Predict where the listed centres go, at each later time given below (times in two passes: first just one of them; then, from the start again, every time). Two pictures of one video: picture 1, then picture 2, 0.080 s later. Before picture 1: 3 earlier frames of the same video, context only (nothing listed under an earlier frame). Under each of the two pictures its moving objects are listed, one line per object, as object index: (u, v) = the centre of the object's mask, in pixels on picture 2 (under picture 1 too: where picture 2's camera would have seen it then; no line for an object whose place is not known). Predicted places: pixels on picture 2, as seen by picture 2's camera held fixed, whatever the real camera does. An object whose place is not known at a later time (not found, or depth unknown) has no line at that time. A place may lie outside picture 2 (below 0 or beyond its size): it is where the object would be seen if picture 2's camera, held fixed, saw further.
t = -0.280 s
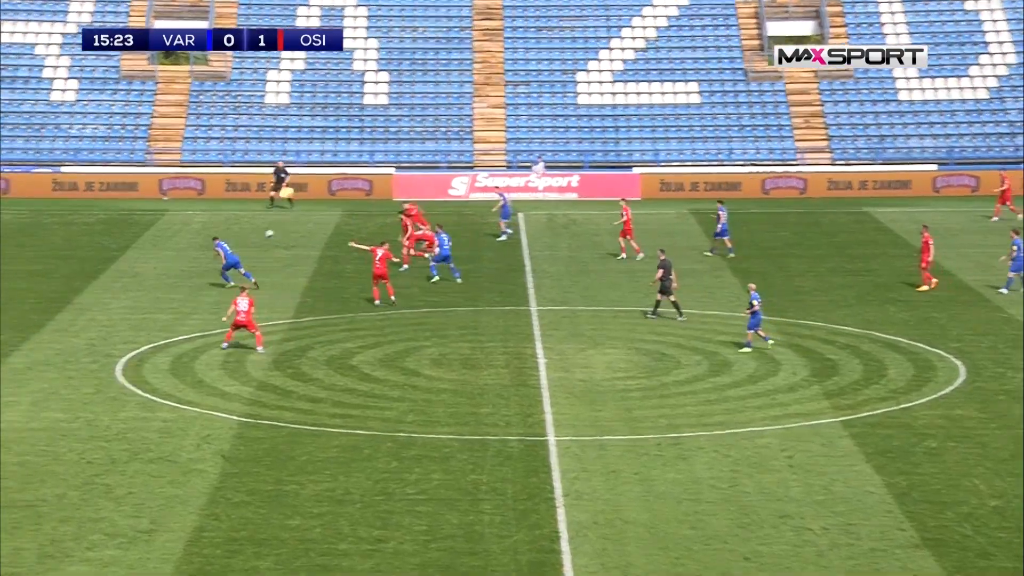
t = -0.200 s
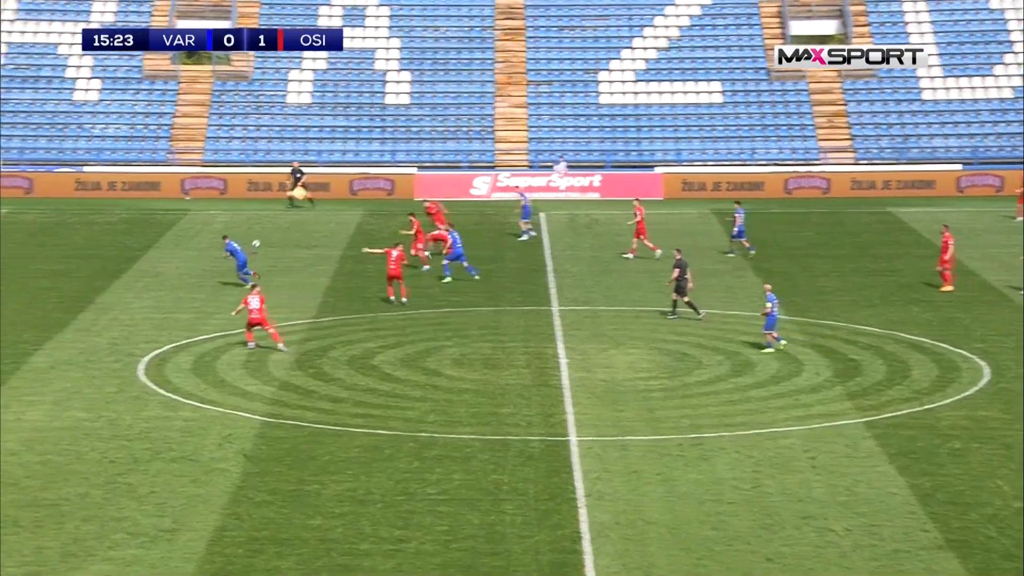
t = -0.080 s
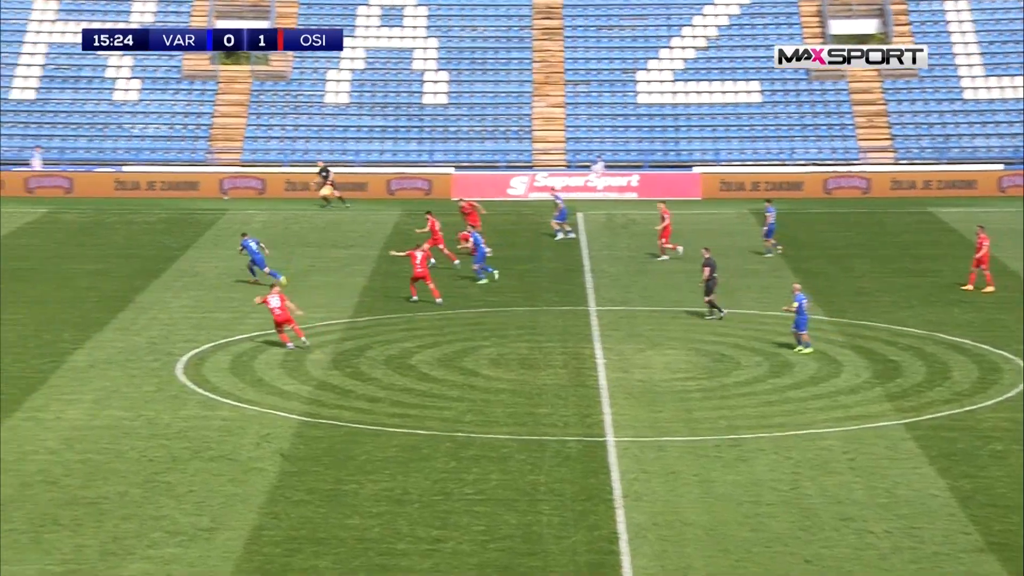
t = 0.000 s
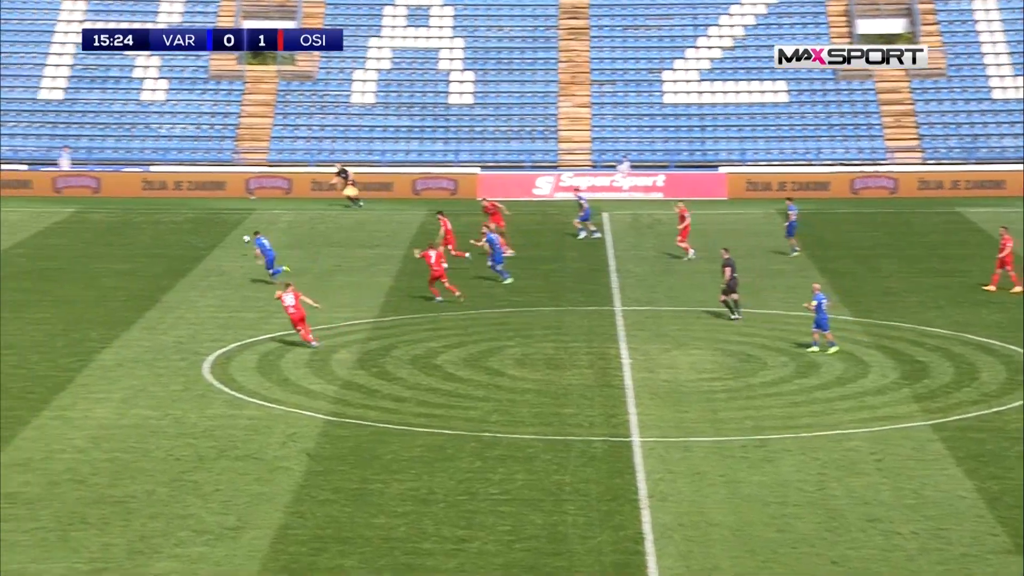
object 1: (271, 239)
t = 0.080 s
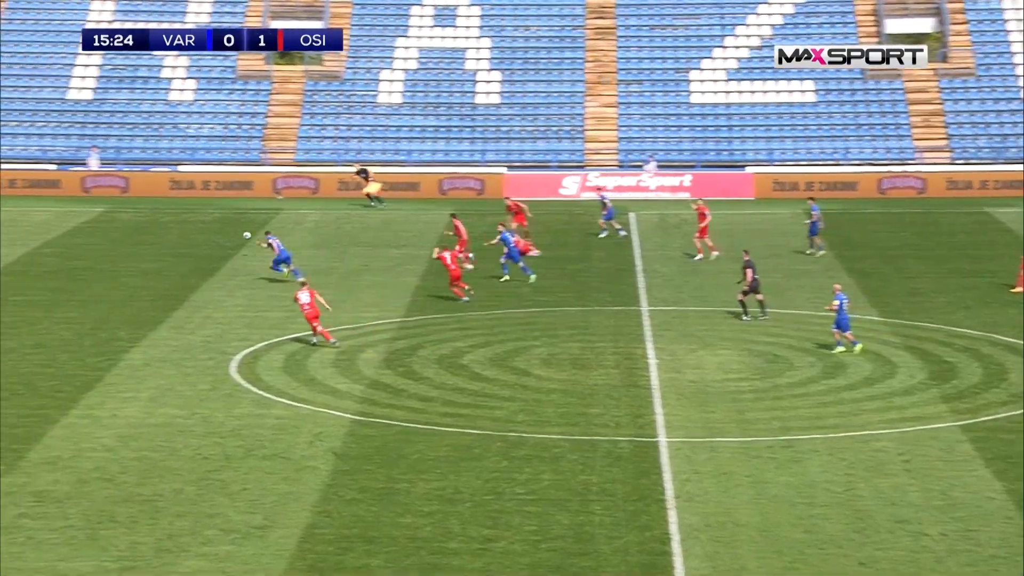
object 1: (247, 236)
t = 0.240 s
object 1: (200, 237)
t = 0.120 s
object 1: (235, 235)
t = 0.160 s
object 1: (223, 236)
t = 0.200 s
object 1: (211, 236)
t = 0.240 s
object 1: (200, 237)
